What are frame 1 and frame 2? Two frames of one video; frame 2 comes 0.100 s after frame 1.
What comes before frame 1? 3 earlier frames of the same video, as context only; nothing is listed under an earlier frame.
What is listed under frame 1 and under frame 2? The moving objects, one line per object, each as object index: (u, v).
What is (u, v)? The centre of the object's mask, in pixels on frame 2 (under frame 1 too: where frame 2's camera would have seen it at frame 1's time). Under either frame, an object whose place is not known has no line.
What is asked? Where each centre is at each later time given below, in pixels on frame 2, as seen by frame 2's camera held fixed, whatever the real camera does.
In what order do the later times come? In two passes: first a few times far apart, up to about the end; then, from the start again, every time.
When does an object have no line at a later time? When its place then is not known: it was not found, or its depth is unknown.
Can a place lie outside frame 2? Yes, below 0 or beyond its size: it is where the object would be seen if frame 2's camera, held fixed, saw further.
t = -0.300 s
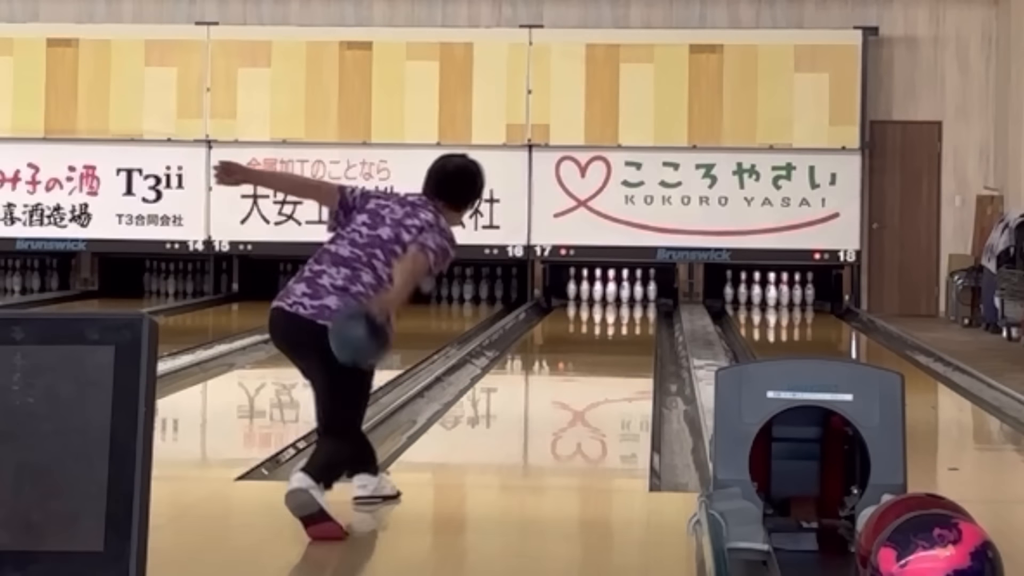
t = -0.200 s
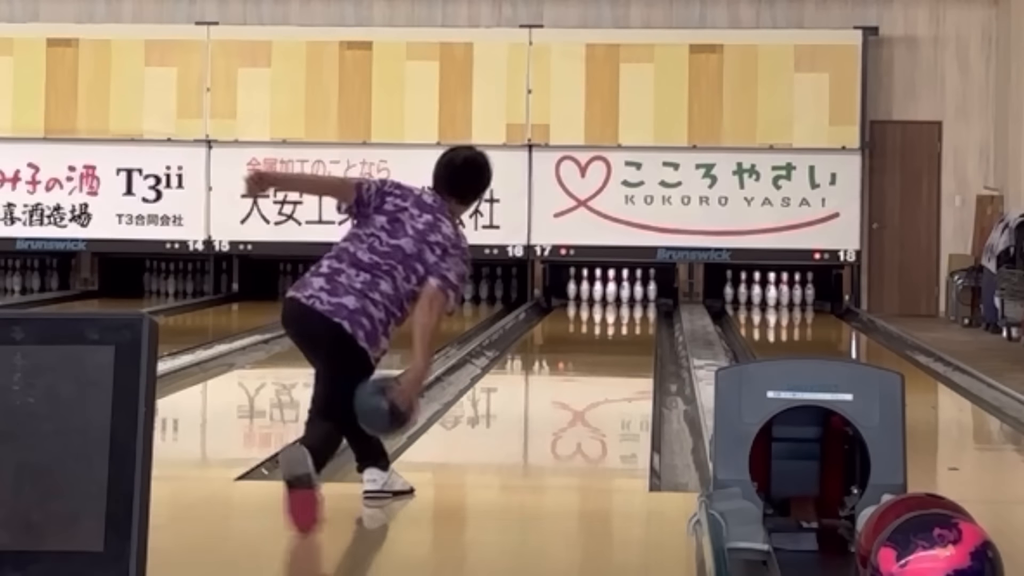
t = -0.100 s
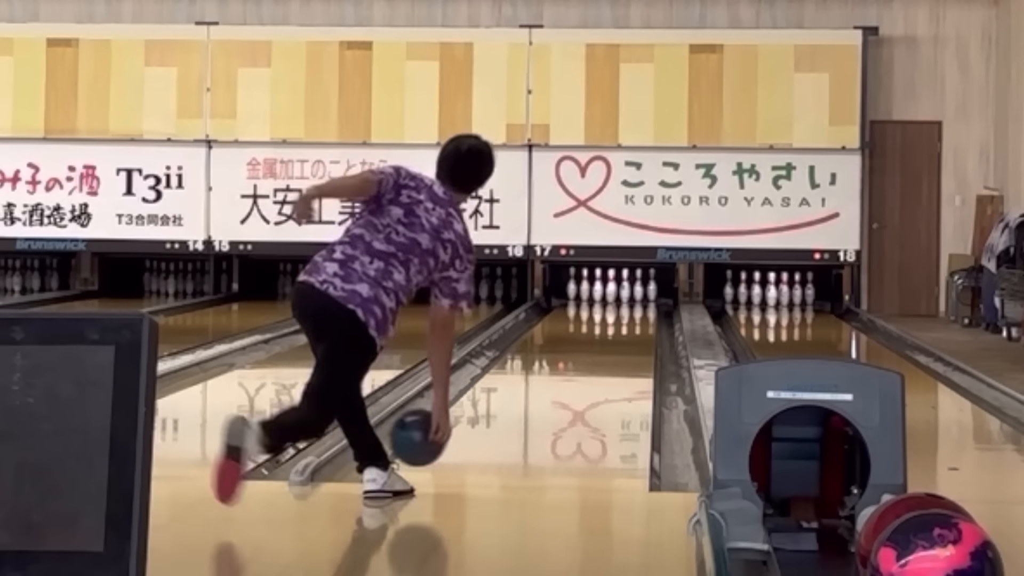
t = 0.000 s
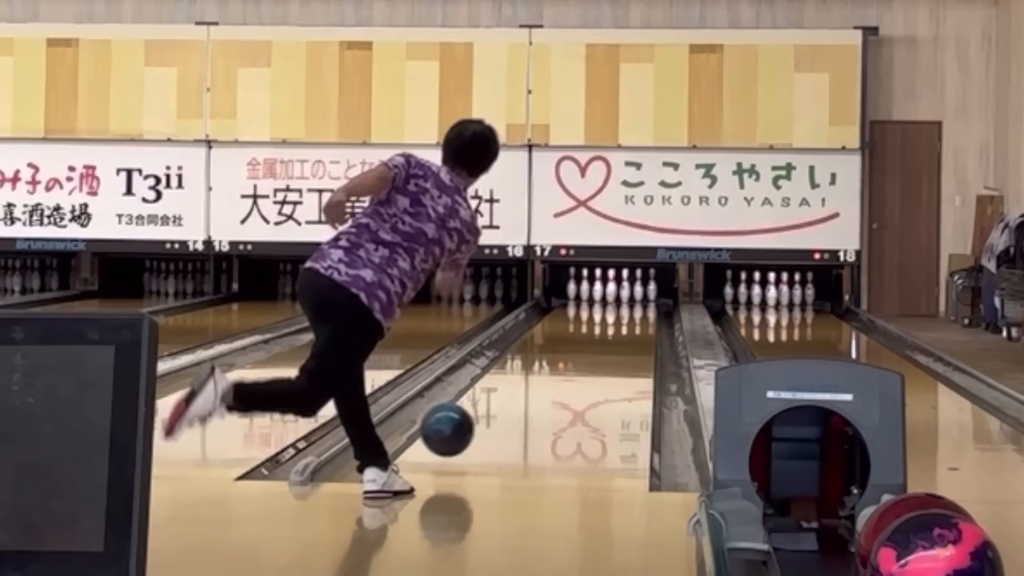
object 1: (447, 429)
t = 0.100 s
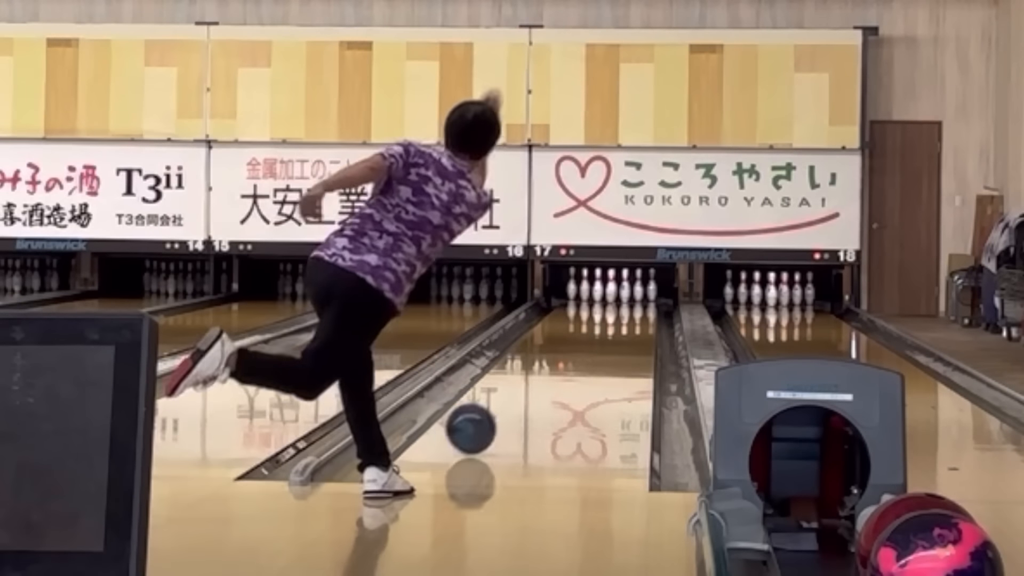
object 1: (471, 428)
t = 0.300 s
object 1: (510, 404)
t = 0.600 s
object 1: (552, 375)
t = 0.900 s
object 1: (582, 355)
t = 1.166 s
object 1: (602, 339)
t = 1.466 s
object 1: (617, 325)
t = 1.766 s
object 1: (627, 315)
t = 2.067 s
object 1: (630, 307)
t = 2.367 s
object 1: (626, 299)
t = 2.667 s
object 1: (621, 294)
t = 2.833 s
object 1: (622, 292)
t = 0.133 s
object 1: (478, 423)
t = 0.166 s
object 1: (485, 420)
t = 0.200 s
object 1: (492, 416)
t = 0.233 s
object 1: (498, 412)
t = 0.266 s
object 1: (504, 408)
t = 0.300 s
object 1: (510, 404)
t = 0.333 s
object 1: (515, 401)
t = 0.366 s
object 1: (521, 397)
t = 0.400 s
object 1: (526, 394)
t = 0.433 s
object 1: (531, 390)
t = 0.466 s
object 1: (536, 387)
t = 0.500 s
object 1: (540, 384)
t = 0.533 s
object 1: (544, 381)
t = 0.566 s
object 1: (548, 378)
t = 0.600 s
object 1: (552, 375)
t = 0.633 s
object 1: (556, 372)
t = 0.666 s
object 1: (560, 369)
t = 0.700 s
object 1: (563, 367)
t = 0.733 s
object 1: (566, 365)
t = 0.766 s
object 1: (570, 363)
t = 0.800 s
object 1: (573, 360)
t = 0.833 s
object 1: (576, 358)
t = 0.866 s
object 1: (579, 356)
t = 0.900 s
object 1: (582, 355)
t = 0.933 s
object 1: (585, 353)
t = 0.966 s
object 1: (588, 349)
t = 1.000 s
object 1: (590, 348)
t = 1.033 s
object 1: (593, 346)
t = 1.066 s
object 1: (595, 344)
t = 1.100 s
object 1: (597, 343)
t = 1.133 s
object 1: (600, 341)
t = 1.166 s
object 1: (602, 339)
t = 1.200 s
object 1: (604, 338)
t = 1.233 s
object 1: (606, 336)
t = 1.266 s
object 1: (608, 334)
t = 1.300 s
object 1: (609, 333)
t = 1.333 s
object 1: (611, 330)
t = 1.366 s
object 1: (613, 330)
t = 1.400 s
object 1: (614, 328)
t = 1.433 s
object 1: (616, 327)
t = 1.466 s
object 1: (617, 325)
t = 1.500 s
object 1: (619, 324)
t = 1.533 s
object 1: (620, 323)
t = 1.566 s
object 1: (622, 322)
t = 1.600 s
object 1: (622, 320)
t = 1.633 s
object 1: (623, 319)
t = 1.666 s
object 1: (624, 318)
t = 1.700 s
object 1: (625, 317)
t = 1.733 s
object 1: (626, 316)
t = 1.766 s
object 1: (627, 315)
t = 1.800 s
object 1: (627, 314)
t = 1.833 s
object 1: (629, 313)
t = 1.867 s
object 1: (629, 312)
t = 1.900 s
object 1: (629, 311)
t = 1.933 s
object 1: (630, 310)
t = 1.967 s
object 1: (630, 309)
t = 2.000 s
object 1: (630, 308)
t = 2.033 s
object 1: (630, 308)
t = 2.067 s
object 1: (630, 307)
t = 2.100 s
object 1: (630, 306)
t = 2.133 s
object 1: (630, 305)
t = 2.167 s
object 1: (629, 304)
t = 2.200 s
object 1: (629, 303)
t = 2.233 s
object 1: (628, 302)
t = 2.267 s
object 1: (628, 301)
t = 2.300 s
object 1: (627, 301)
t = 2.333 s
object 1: (627, 300)
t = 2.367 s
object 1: (626, 299)
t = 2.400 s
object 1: (625, 299)
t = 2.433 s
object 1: (625, 298)
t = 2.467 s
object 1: (625, 297)
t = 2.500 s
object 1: (624, 297)
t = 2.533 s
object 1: (623, 296)
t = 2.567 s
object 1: (622, 296)
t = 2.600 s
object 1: (621, 295)
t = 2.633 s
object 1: (619, 295)
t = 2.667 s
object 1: (621, 294)
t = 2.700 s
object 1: (621, 294)
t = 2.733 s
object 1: (621, 293)
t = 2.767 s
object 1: (621, 294)
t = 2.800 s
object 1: (622, 293)
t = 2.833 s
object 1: (622, 292)
